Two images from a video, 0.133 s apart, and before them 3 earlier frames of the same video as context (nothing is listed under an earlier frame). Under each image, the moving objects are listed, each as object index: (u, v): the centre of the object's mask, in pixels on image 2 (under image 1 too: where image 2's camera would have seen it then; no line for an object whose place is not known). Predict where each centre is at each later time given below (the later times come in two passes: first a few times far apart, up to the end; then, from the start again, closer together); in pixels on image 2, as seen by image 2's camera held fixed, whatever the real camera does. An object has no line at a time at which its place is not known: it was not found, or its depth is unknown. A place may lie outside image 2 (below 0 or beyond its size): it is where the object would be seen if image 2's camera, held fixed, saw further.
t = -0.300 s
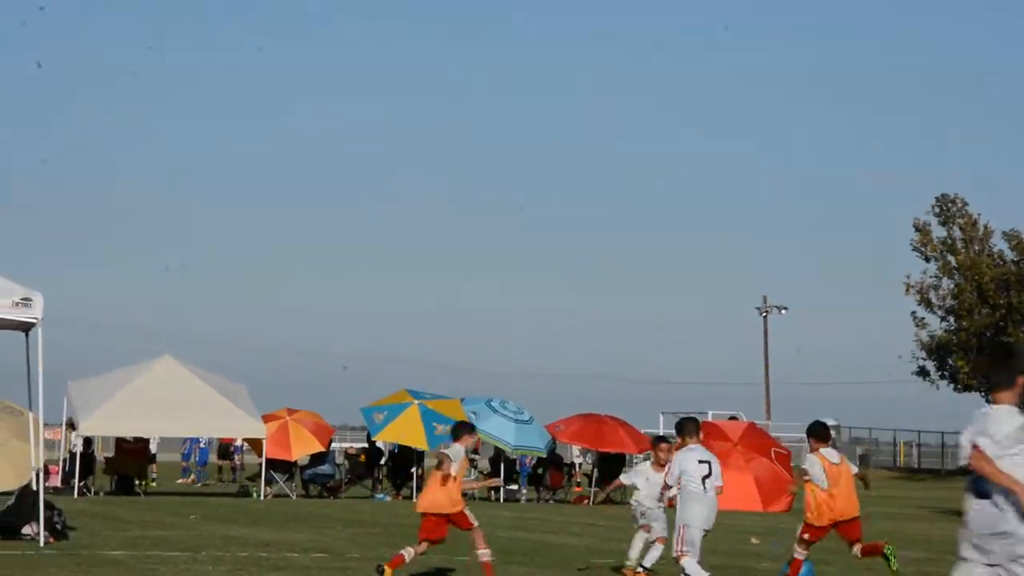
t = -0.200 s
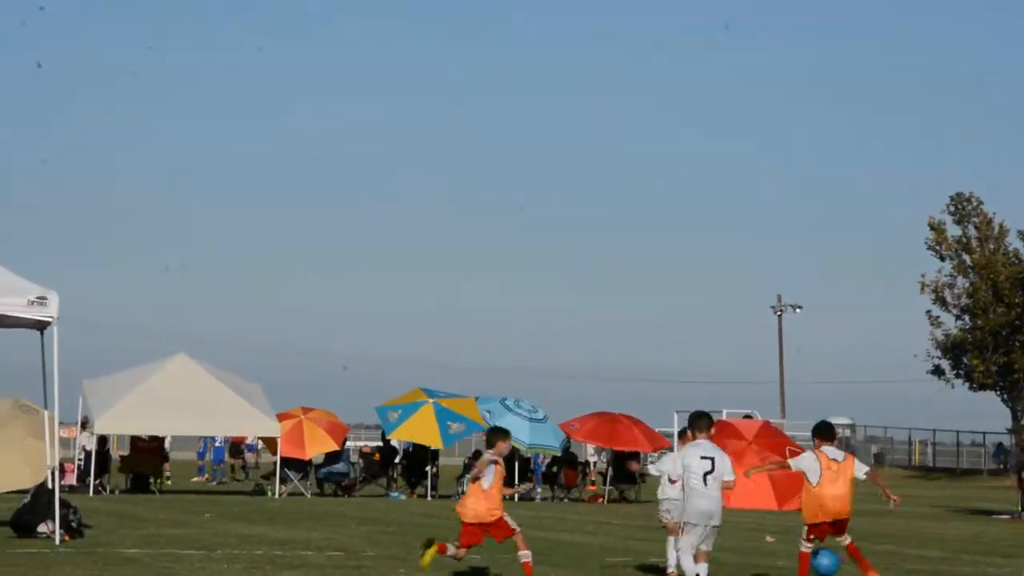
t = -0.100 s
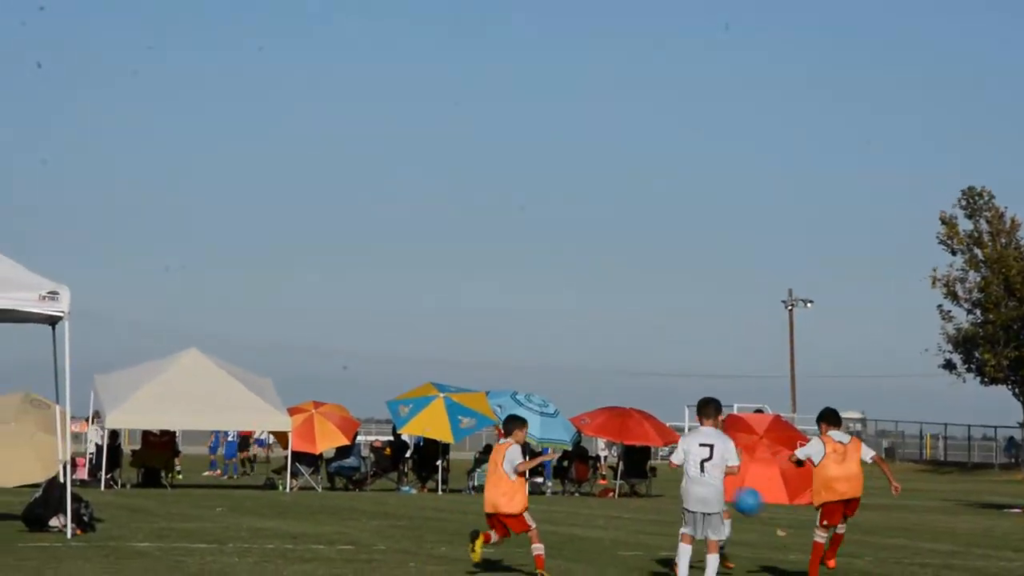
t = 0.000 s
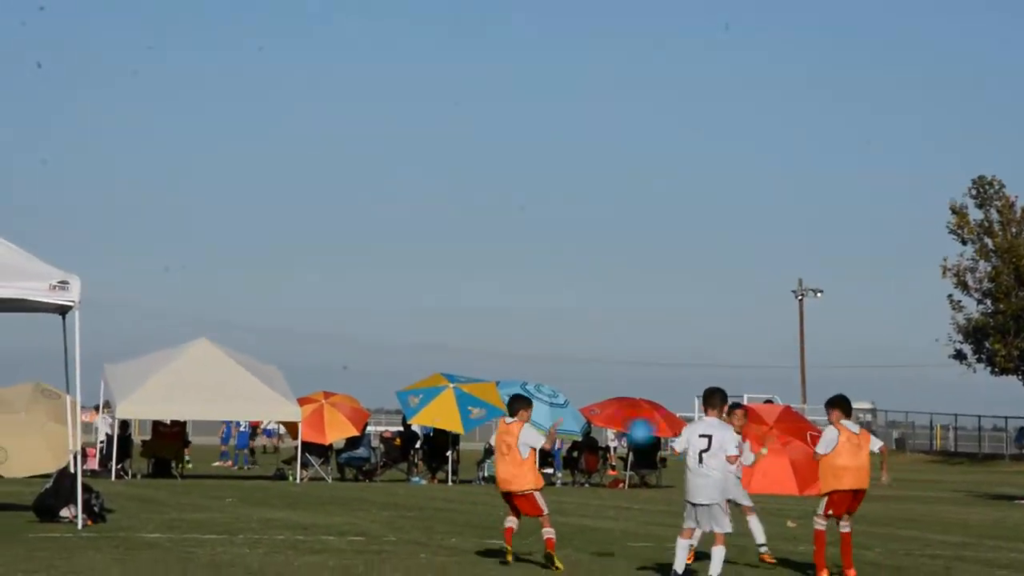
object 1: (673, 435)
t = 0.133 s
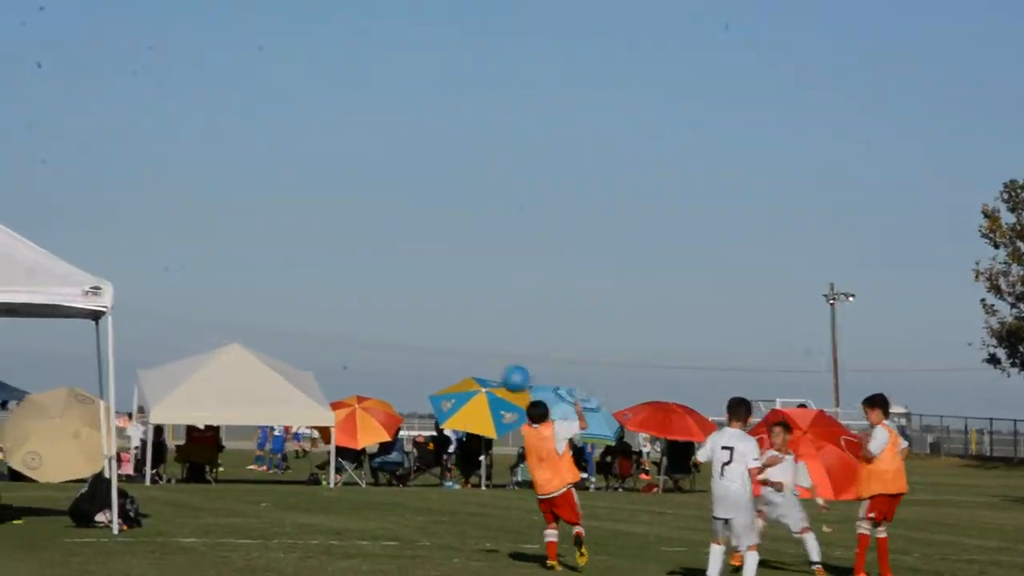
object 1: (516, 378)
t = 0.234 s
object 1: (400, 351)
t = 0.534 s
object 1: (47, 352)
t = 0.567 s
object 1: (8, 360)
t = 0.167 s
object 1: (477, 368)
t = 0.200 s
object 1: (439, 359)
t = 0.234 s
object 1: (400, 351)
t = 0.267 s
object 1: (361, 346)
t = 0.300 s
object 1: (322, 341)
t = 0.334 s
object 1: (283, 338)
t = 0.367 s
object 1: (245, 335)
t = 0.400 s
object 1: (206, 336)
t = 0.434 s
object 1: (166, 338)
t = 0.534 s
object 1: (47, 352)
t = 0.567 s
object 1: (8, 360)
